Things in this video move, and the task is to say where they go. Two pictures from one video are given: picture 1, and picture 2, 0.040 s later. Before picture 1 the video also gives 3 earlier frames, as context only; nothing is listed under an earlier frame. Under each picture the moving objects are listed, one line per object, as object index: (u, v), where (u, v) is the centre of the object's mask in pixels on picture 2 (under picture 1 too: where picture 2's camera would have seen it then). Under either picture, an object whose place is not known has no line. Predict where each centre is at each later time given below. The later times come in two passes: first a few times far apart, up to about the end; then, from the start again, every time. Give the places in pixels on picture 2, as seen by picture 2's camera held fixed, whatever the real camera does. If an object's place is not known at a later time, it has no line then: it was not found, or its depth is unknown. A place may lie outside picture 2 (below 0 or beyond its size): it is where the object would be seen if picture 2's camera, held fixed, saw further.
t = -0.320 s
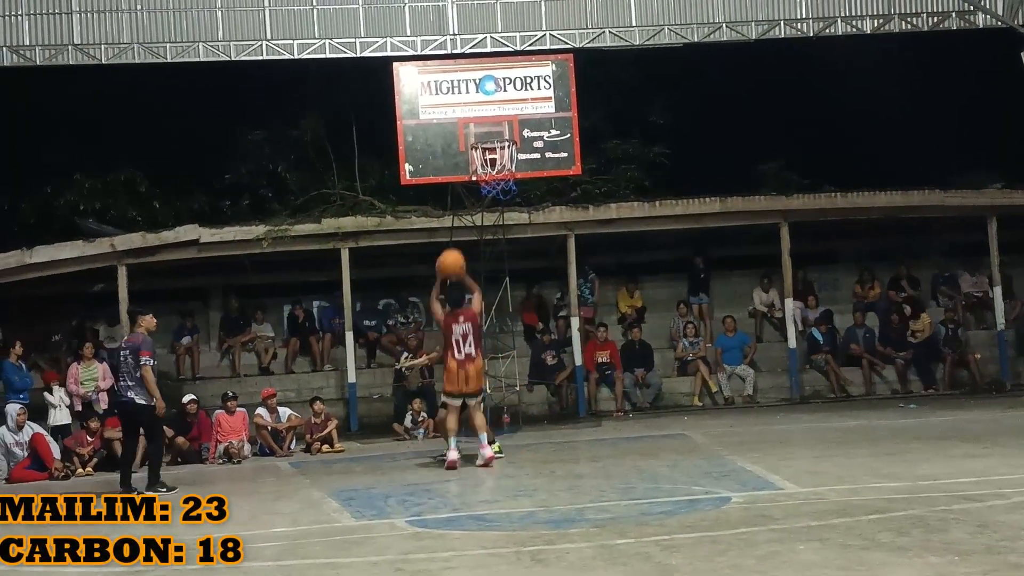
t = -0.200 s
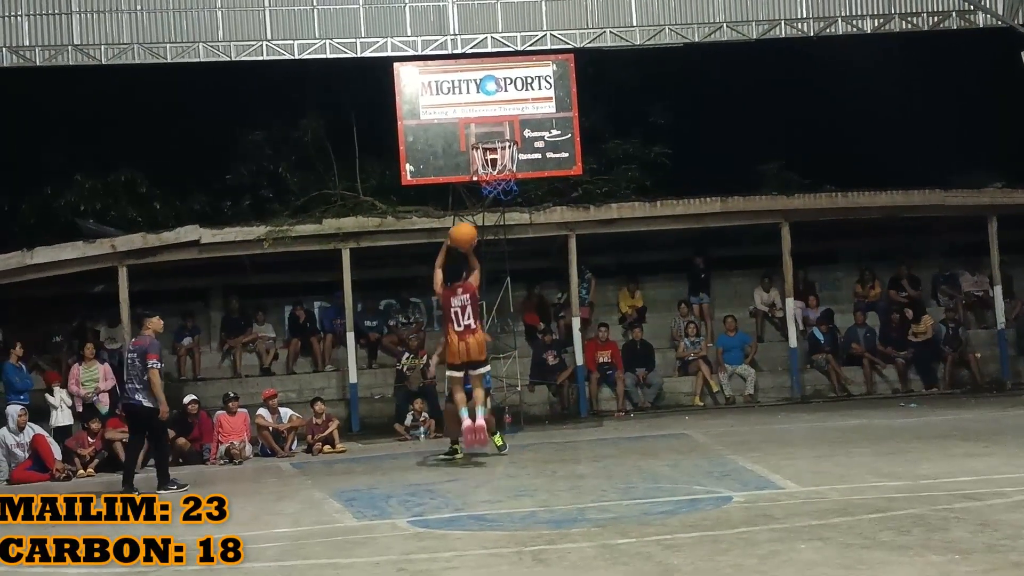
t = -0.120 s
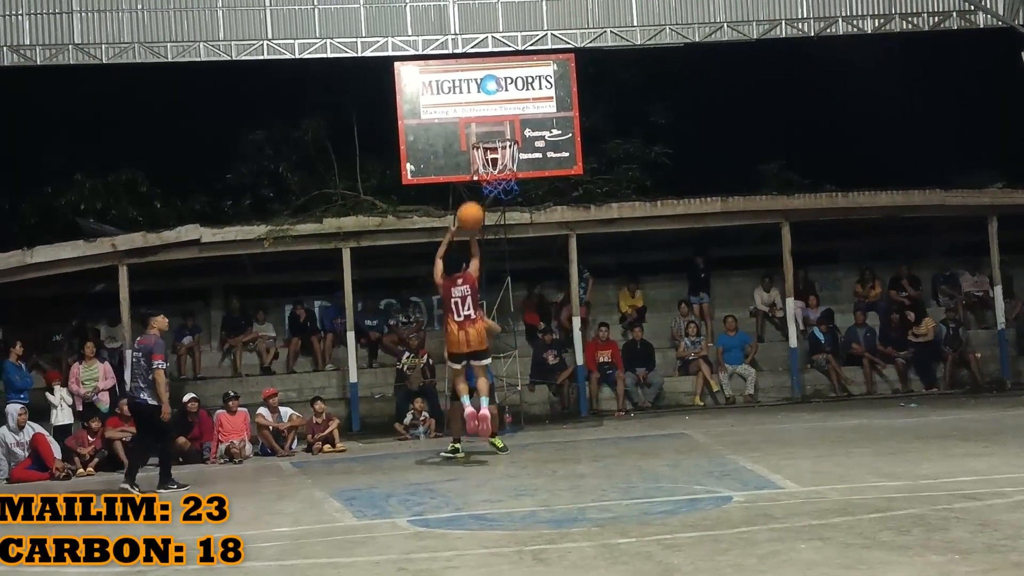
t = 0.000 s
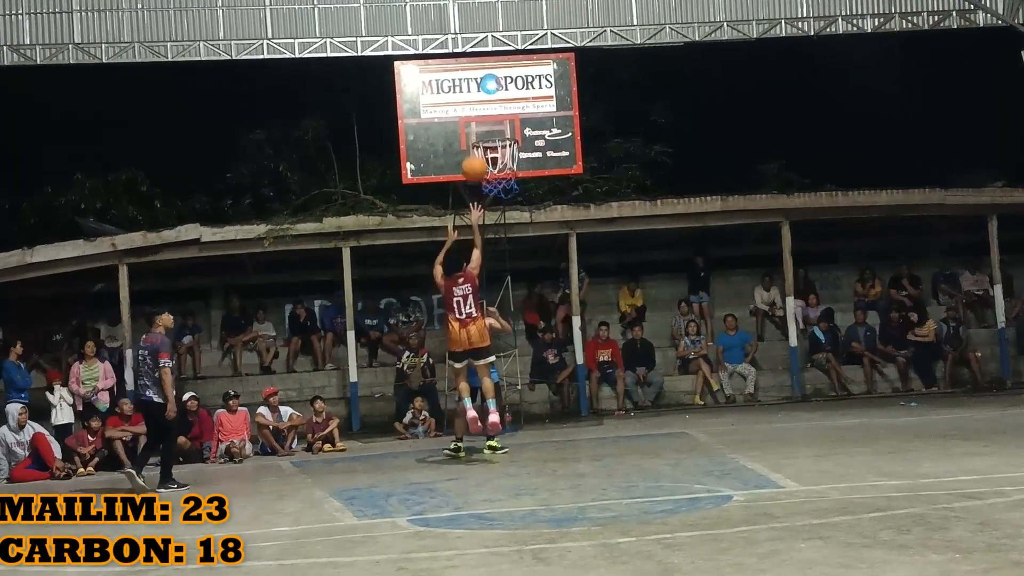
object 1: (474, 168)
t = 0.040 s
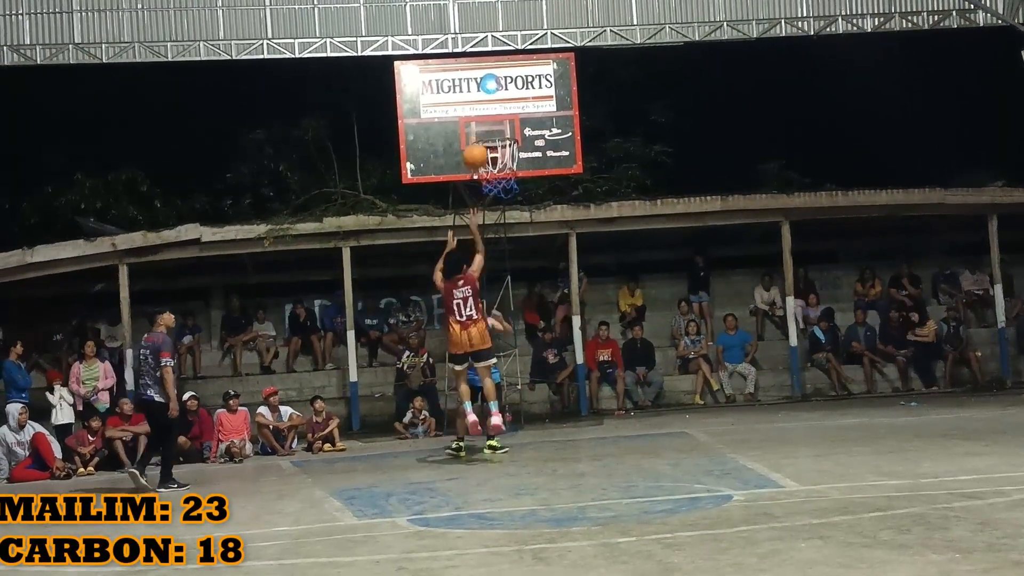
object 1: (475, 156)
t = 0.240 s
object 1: (483, 116)
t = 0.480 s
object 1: (493, 120)
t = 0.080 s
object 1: (477, 141)
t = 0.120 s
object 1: (480, 134)
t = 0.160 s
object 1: (481, 127)
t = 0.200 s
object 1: (483, 119)
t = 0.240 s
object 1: (483, 116)
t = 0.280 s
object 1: (486, 112)
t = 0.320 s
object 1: (487, 111)
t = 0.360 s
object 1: (488, 111)
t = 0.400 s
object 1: (490, 113)
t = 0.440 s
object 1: (492, 116)
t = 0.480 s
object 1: (493, 120)
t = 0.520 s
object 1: (496, 126)
